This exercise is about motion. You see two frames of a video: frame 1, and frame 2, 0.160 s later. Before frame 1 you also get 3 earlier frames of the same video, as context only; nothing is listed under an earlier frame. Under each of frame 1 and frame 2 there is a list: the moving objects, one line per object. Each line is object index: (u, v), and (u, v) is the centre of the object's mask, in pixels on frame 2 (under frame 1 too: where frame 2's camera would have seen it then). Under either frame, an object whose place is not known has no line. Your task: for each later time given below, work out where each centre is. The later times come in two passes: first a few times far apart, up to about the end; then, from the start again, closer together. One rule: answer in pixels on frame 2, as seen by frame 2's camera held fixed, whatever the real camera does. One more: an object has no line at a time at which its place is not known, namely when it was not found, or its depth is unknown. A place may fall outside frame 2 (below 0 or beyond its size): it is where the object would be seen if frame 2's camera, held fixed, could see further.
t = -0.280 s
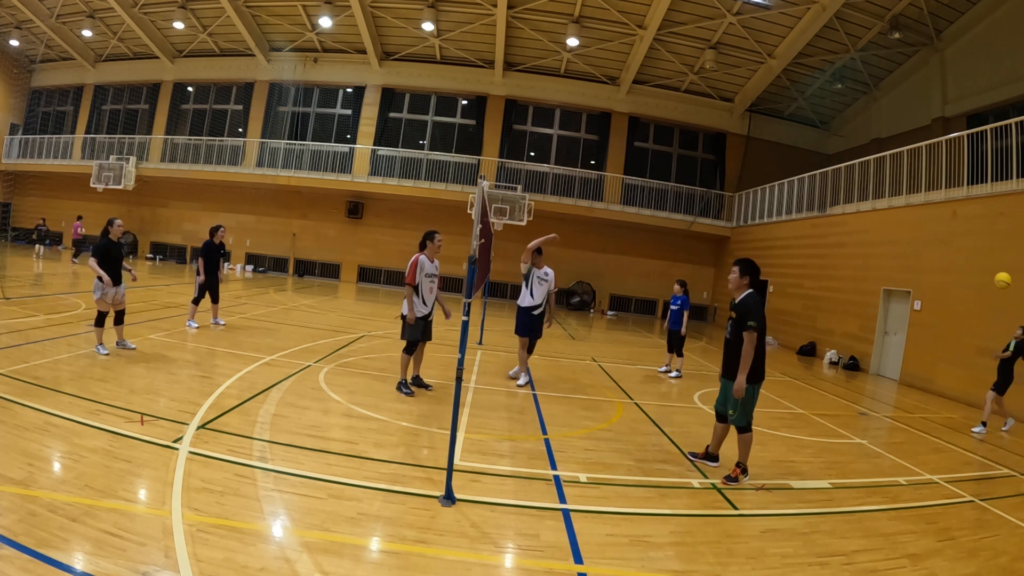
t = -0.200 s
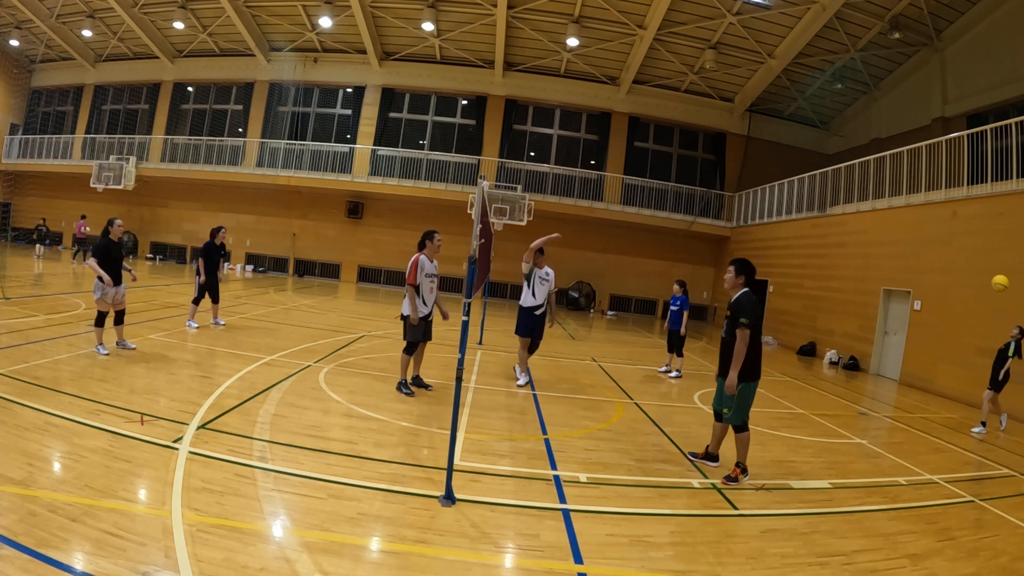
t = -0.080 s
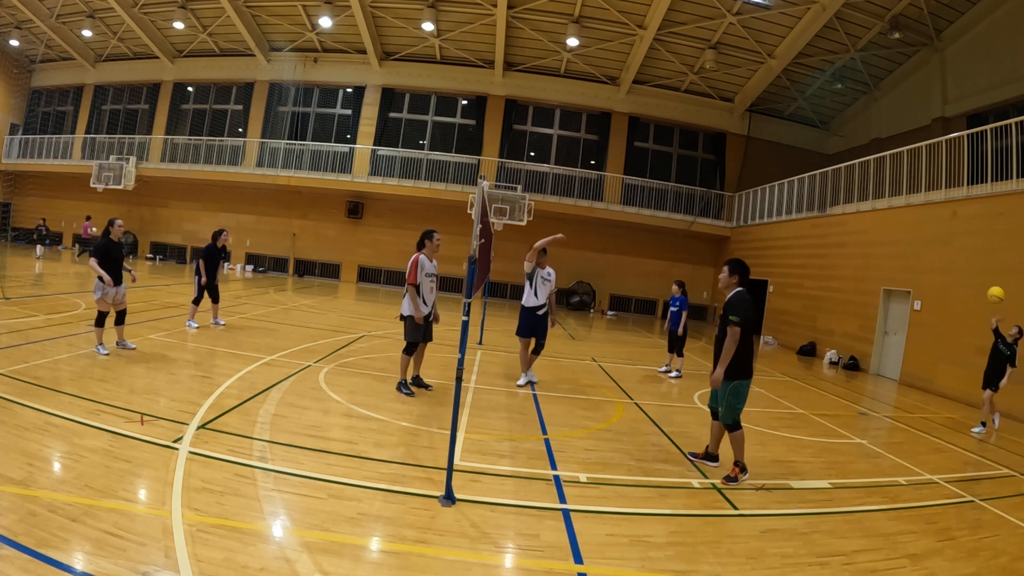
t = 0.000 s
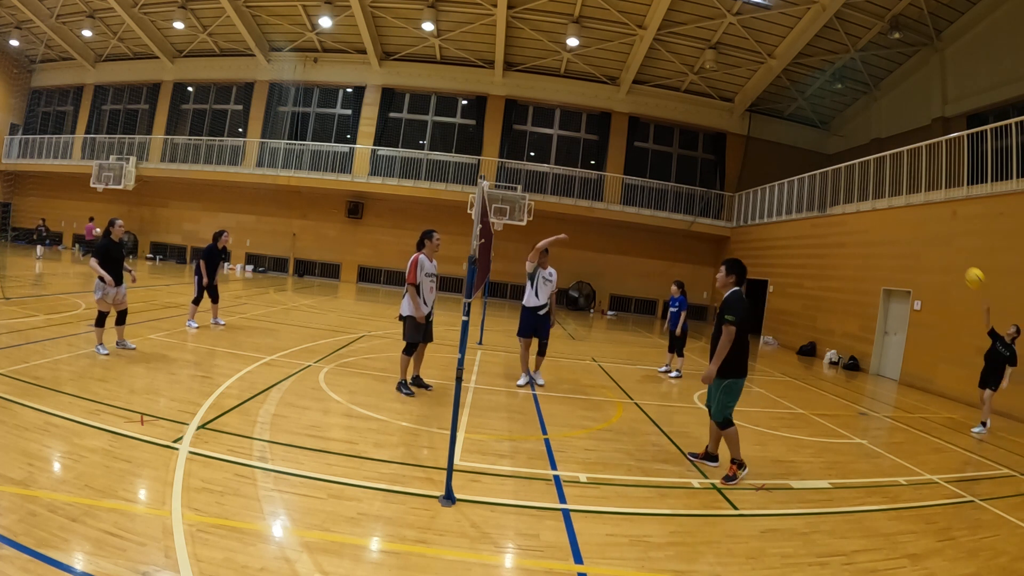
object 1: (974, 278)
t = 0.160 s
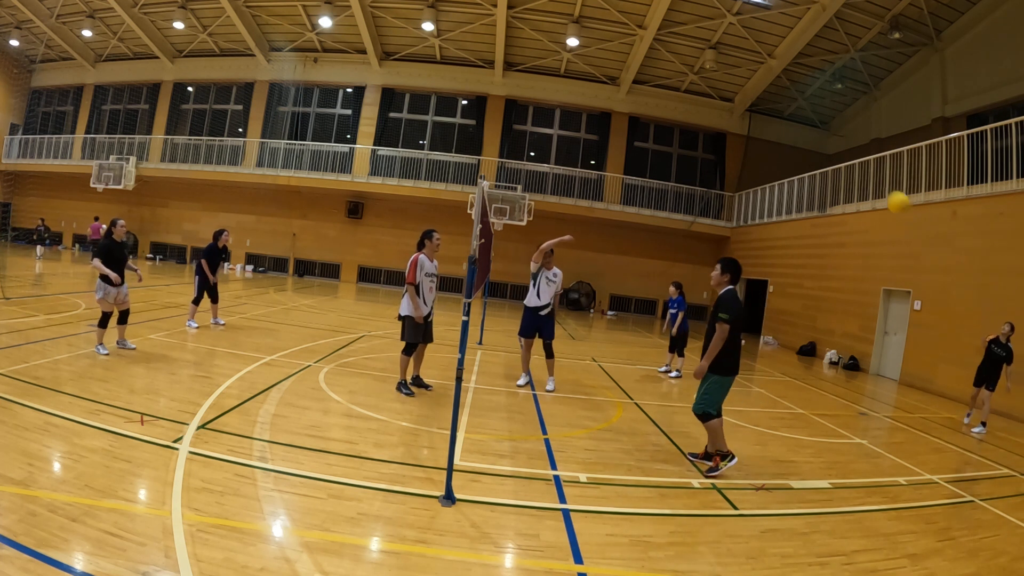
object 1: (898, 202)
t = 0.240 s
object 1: (852, 165)
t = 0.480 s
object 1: (680, 65)
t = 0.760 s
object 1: (439, 13)
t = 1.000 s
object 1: (246, 46)
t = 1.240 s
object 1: (91, 138)
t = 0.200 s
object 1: (876, 184)
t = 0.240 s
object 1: (852, 165)
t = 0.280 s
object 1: (827, 147)
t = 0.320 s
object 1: (801, 129)
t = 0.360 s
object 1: (773, 111)
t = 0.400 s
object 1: (744, 95)
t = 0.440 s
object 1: (712, 79)
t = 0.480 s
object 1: (680, 65)
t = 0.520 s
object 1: (647, 52)
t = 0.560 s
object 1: (612, 41)
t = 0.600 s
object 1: (578, 31)
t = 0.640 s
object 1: (543, 23)
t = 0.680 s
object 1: (509, 18)
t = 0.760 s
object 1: (439, 13)
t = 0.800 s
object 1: (406, 14)
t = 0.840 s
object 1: (373, 17)
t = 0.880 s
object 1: (339, 21)
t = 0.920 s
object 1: (305, 28)
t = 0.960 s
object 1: (275, 36)
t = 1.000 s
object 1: (246, 46)
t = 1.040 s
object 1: (217, 58)
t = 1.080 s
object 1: (188, 72)
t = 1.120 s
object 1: (163, 87)
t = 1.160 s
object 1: (138, 103)
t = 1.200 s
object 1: (114, 120)
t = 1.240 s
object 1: (91, 138)
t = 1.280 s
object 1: (71, 156)
